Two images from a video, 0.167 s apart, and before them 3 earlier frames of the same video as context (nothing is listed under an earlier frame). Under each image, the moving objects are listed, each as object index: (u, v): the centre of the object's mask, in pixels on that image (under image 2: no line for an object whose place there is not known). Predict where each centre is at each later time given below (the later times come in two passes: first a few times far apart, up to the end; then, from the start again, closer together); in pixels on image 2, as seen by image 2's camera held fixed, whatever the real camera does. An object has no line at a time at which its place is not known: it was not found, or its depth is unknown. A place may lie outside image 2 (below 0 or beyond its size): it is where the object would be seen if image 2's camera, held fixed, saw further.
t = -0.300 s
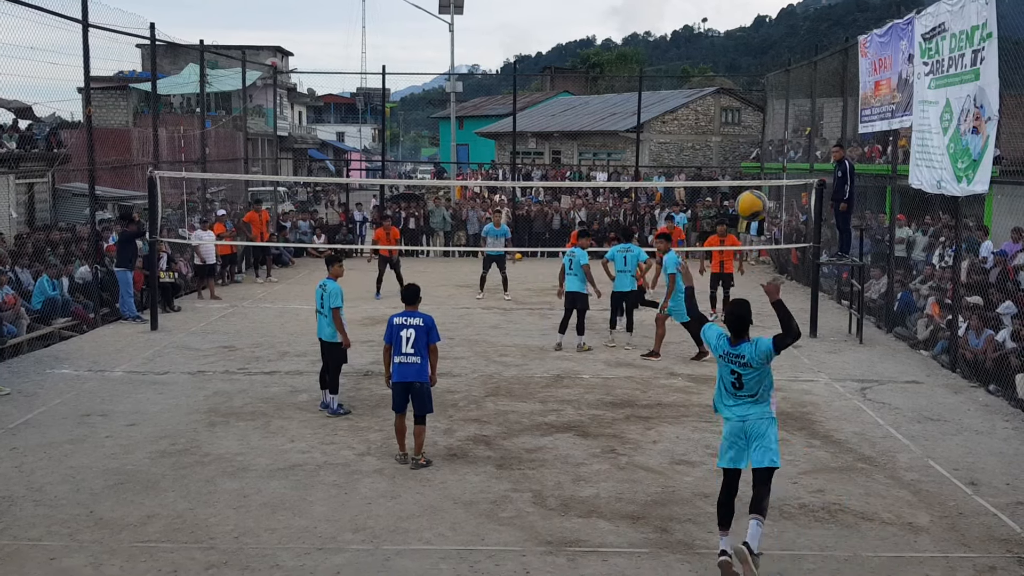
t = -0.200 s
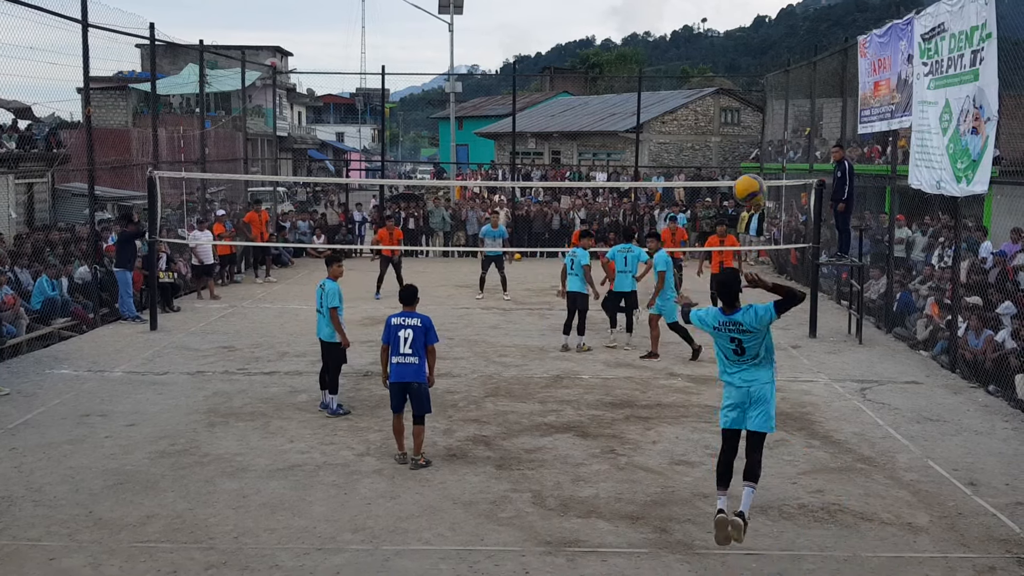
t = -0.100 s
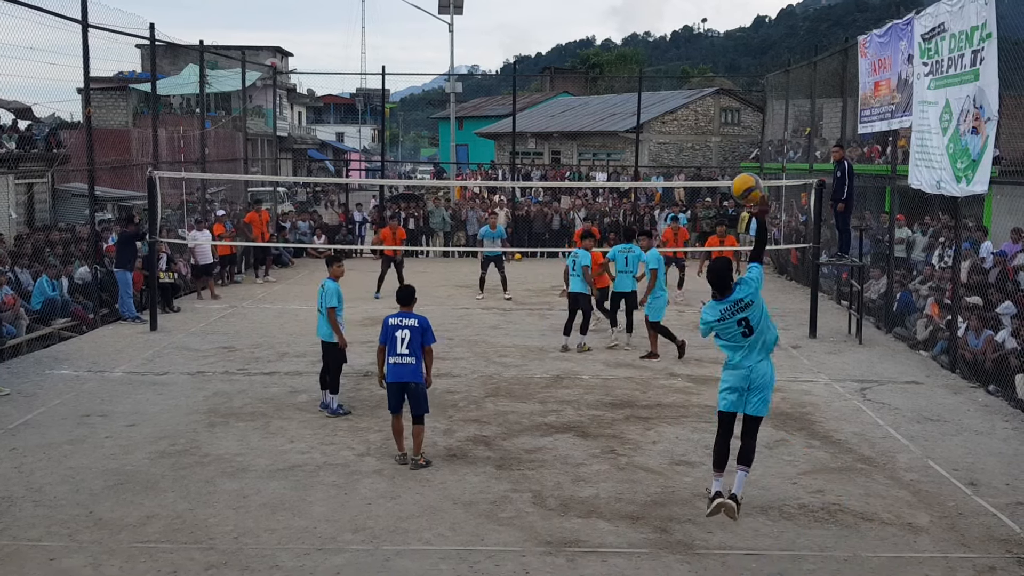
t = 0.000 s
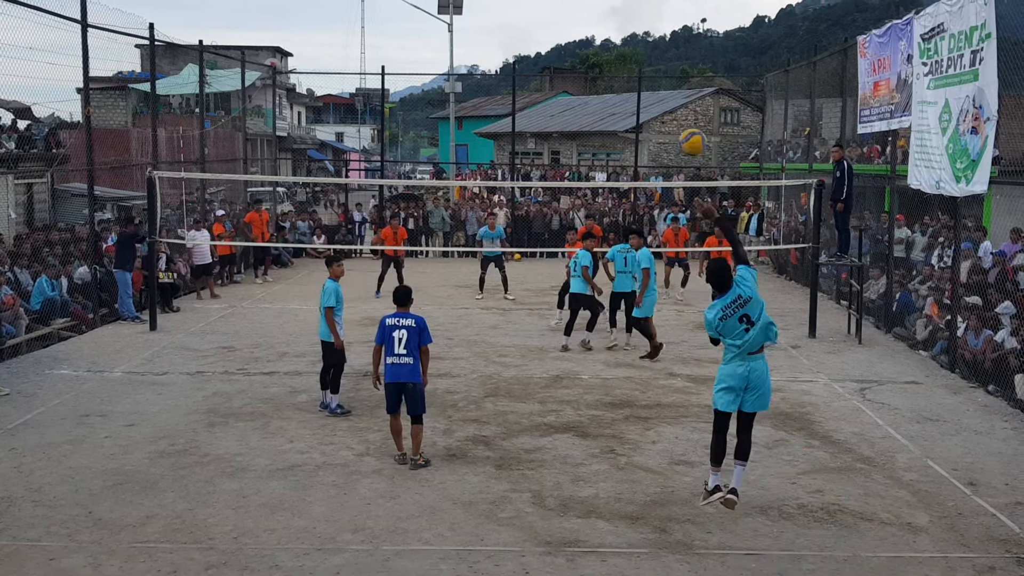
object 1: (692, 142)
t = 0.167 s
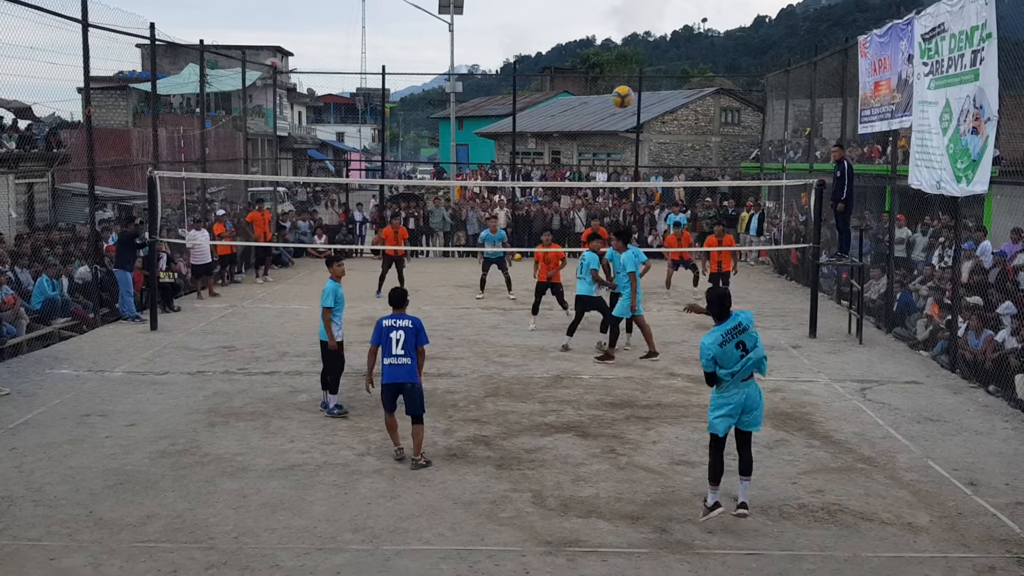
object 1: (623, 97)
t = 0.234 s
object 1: (604, 92)
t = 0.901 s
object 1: (522, 218)
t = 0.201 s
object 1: (613, 94)
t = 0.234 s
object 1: (604, 92)
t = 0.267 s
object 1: (597, 91)
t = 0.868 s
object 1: (525, 208)
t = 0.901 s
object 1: (522, 218)
